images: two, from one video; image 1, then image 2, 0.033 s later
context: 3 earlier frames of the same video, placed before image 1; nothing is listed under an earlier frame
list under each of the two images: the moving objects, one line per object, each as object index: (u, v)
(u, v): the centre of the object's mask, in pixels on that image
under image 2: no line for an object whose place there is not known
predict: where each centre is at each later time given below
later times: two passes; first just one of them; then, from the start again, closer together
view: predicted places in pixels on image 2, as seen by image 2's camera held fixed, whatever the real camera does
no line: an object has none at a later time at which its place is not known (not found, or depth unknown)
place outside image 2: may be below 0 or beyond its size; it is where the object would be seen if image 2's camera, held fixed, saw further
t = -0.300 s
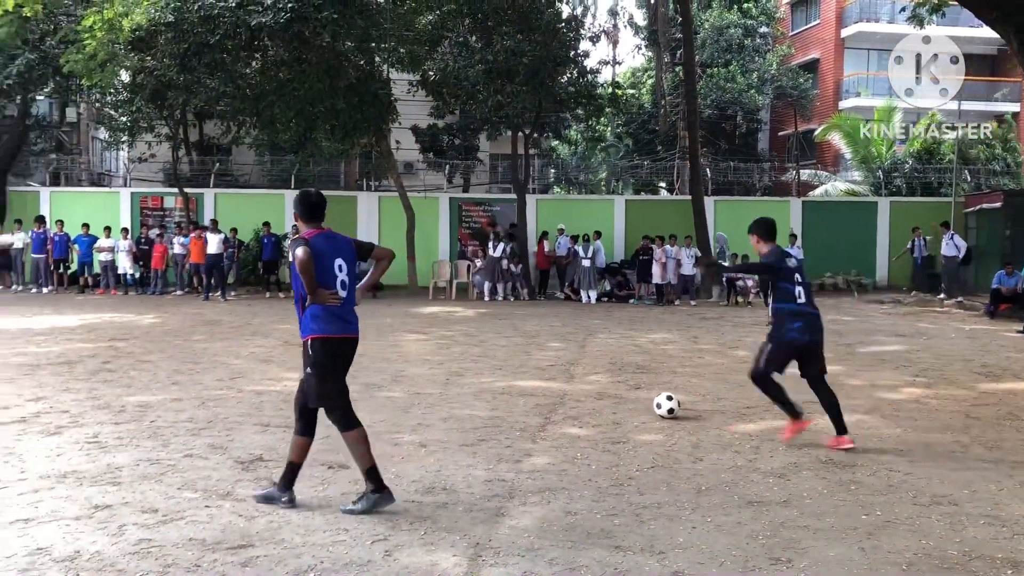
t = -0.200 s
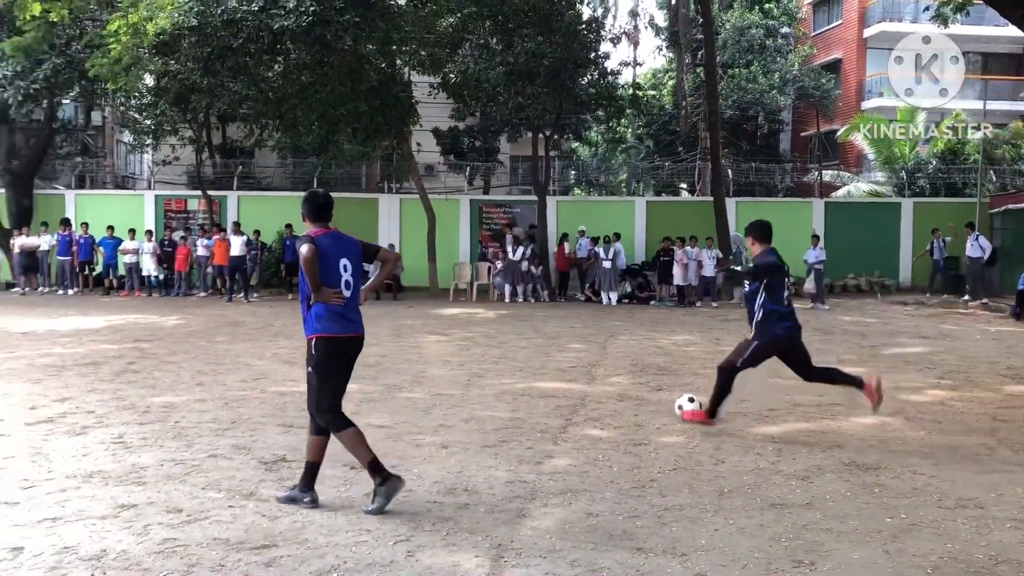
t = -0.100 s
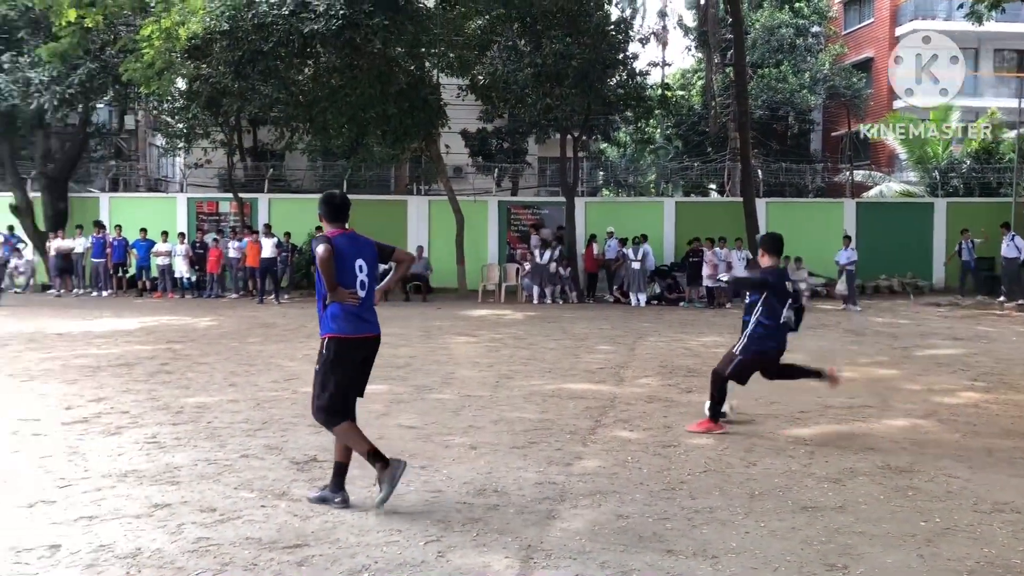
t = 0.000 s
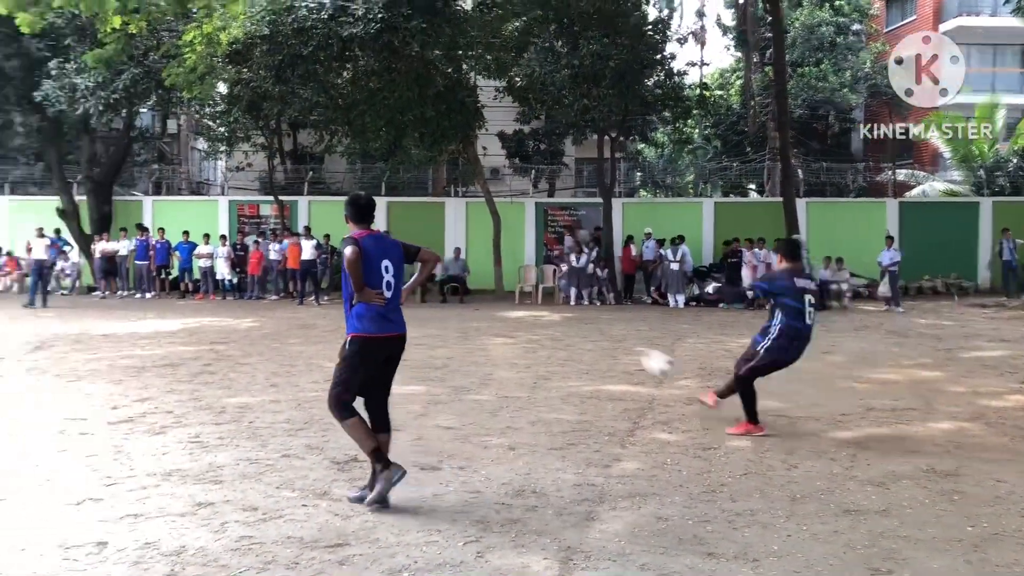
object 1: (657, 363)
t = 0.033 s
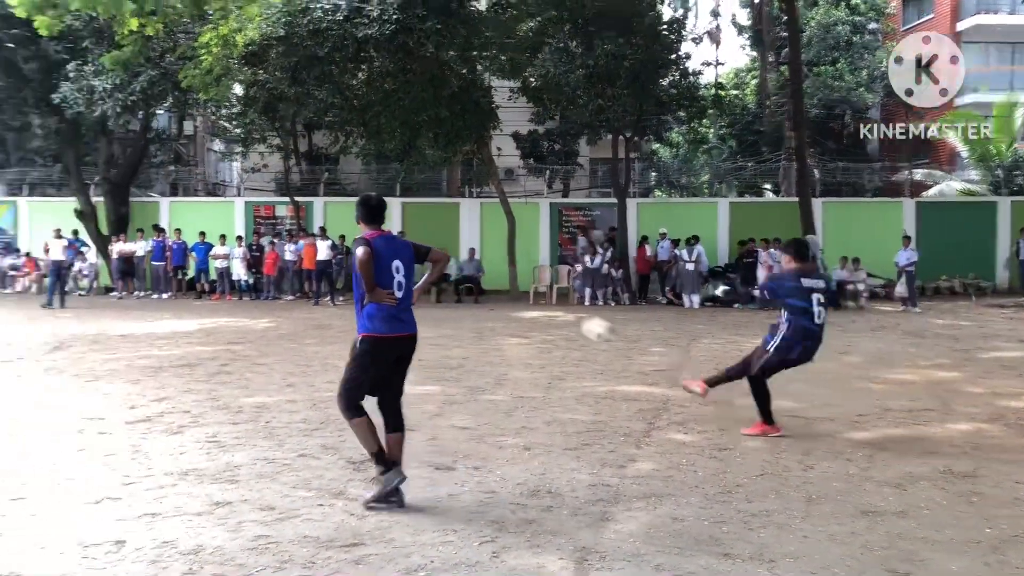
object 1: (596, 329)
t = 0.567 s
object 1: (-159, 80)
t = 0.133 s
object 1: (399, 238)
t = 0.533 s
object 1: (-129, 84)
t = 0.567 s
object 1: (-159, 80)
